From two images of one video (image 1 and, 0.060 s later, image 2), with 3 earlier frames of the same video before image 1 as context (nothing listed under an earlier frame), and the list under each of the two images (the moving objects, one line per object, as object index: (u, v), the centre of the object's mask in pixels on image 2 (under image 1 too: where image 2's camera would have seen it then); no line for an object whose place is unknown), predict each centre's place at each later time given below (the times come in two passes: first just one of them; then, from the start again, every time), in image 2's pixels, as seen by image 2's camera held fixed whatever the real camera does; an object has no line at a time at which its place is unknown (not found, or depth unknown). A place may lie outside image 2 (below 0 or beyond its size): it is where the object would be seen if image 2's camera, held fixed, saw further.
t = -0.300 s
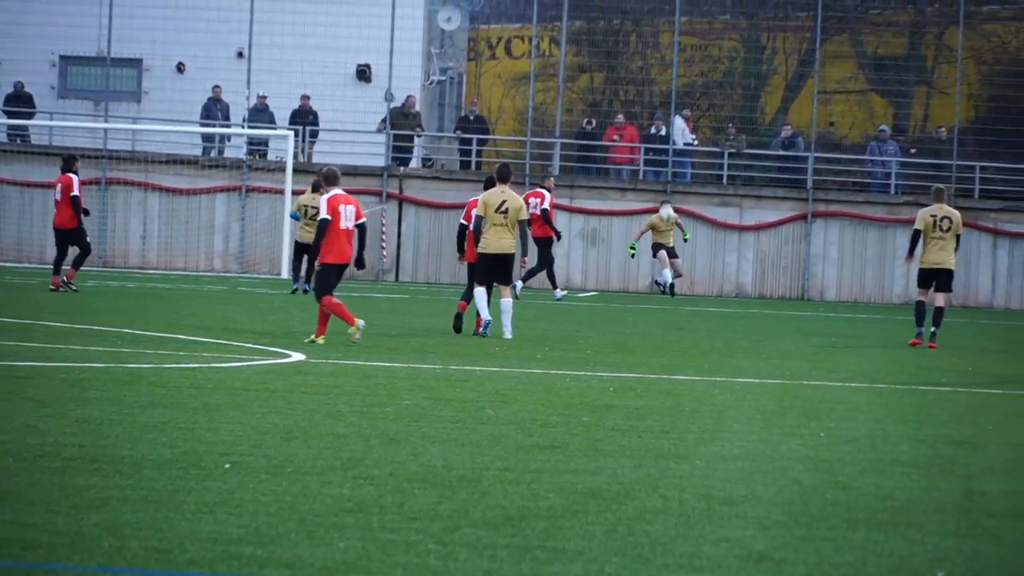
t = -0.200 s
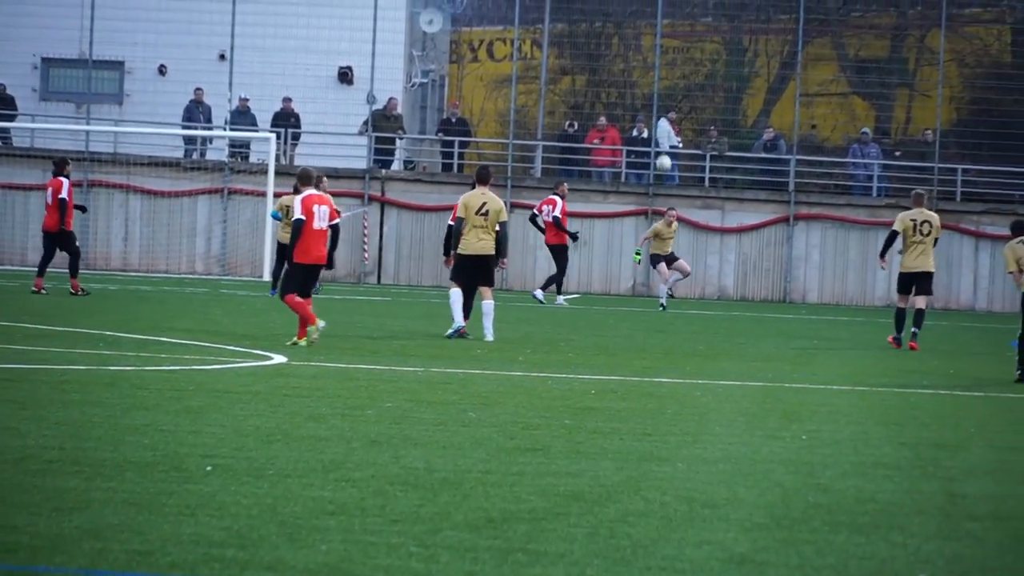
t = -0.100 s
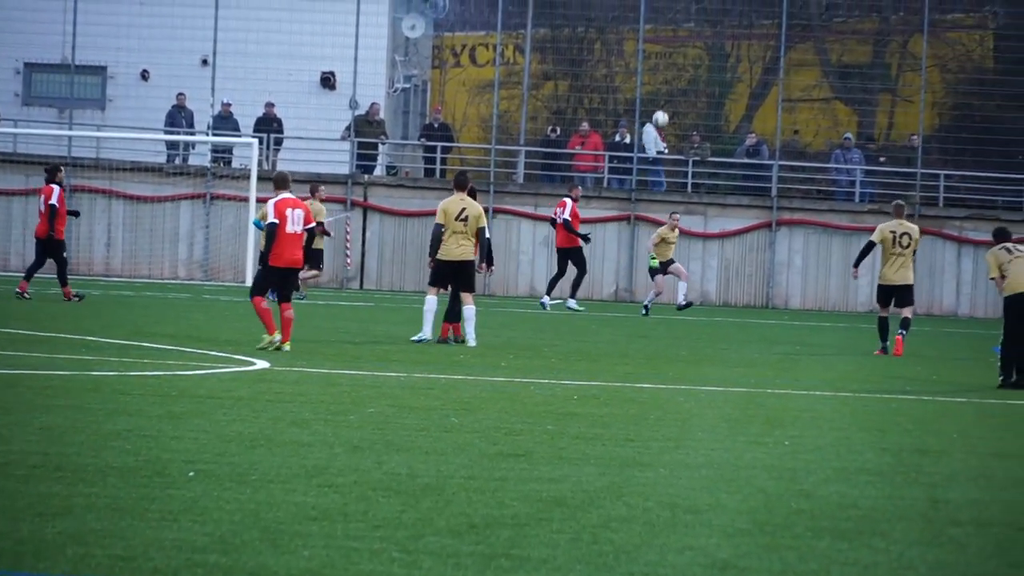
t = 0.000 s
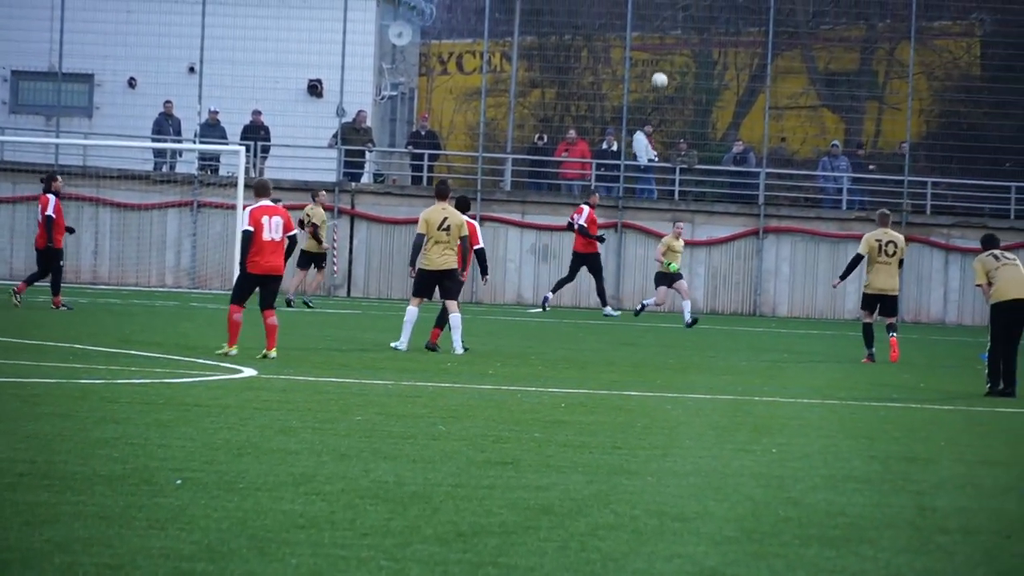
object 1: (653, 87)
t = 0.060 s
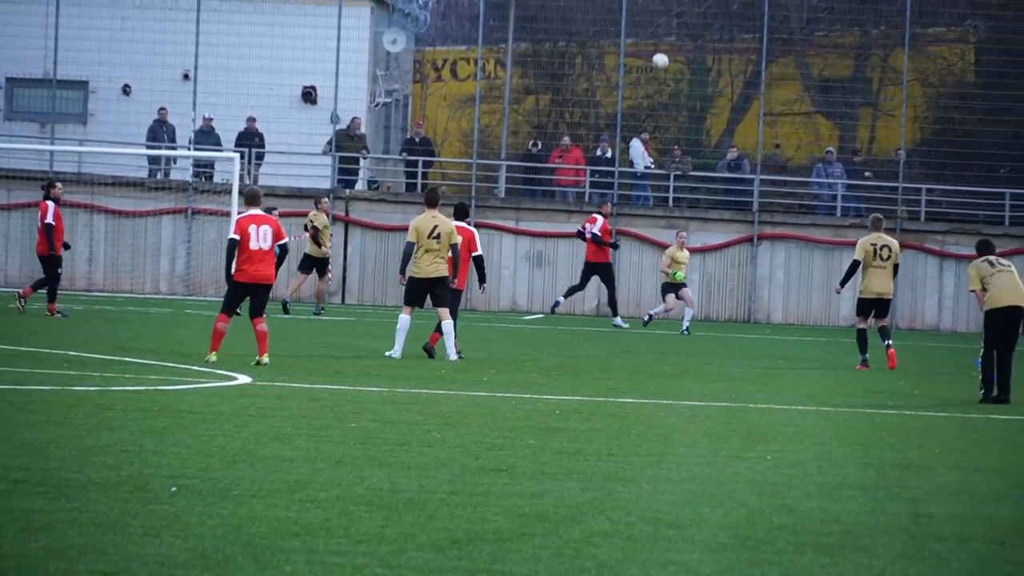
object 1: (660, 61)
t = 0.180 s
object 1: (671, 13)
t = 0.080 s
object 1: (662, 53)
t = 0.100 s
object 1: (663, 44)
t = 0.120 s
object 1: (666, 36)
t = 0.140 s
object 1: (667, 29)
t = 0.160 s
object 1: (669, 21)
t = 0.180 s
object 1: (671, 13)
